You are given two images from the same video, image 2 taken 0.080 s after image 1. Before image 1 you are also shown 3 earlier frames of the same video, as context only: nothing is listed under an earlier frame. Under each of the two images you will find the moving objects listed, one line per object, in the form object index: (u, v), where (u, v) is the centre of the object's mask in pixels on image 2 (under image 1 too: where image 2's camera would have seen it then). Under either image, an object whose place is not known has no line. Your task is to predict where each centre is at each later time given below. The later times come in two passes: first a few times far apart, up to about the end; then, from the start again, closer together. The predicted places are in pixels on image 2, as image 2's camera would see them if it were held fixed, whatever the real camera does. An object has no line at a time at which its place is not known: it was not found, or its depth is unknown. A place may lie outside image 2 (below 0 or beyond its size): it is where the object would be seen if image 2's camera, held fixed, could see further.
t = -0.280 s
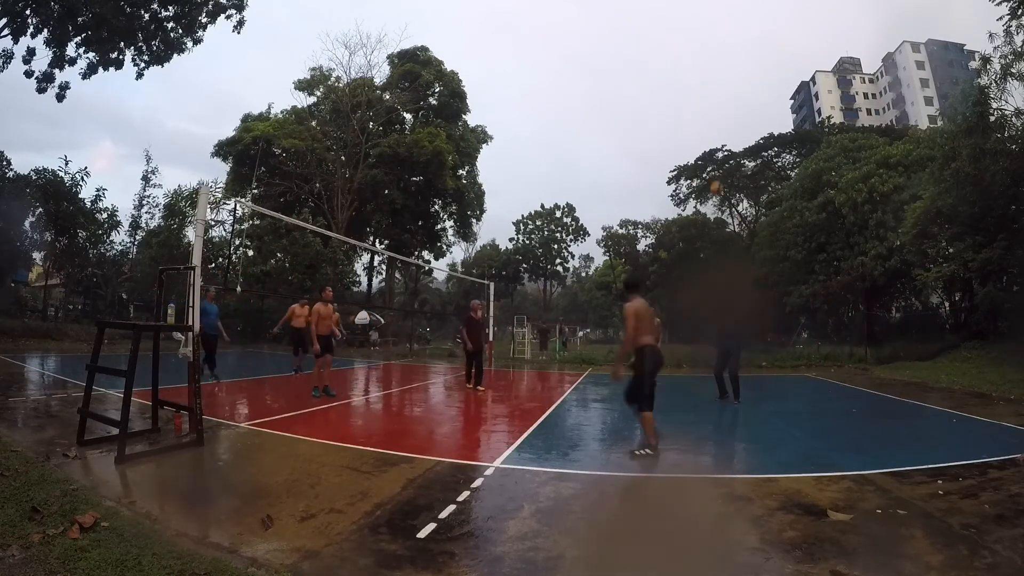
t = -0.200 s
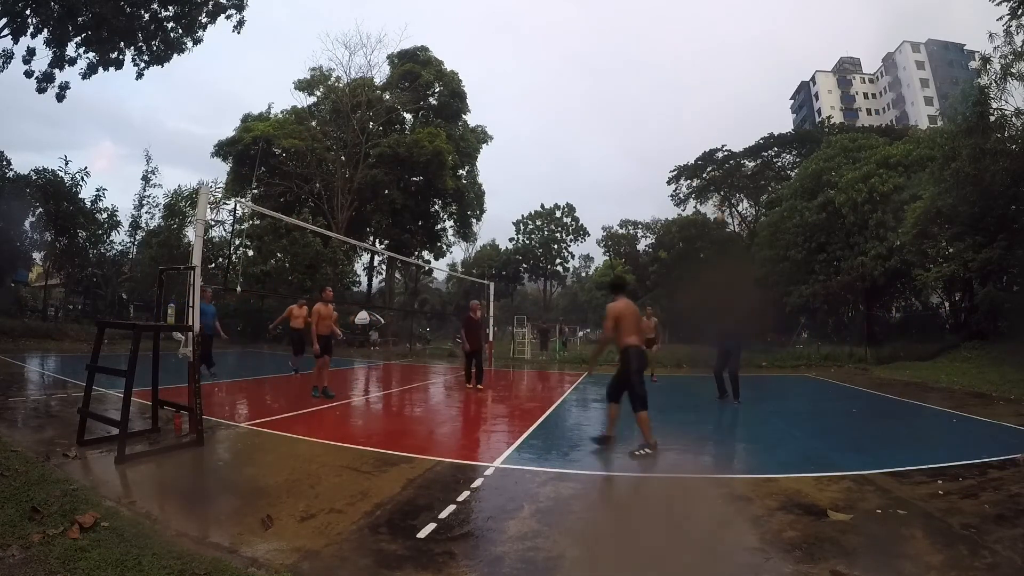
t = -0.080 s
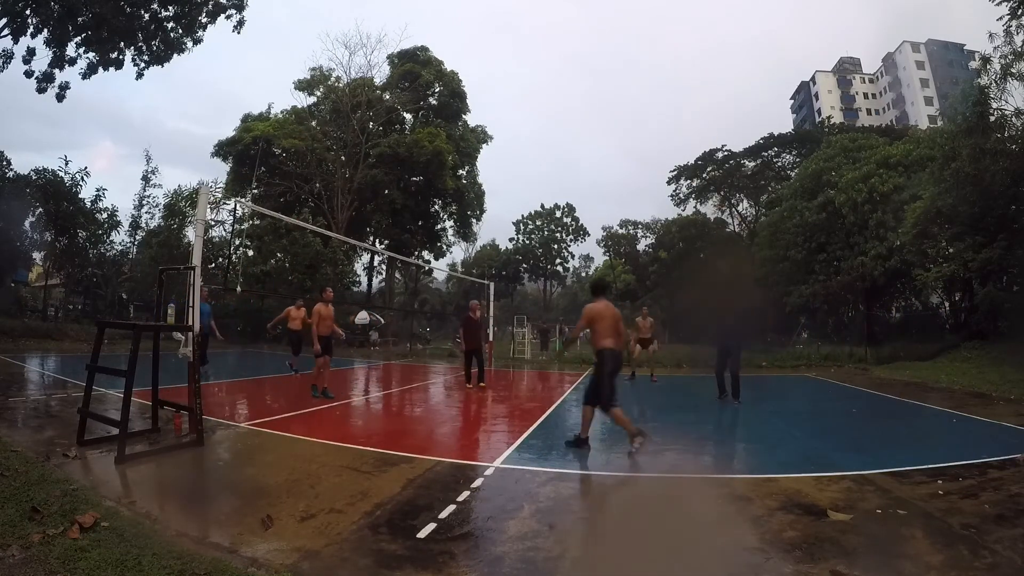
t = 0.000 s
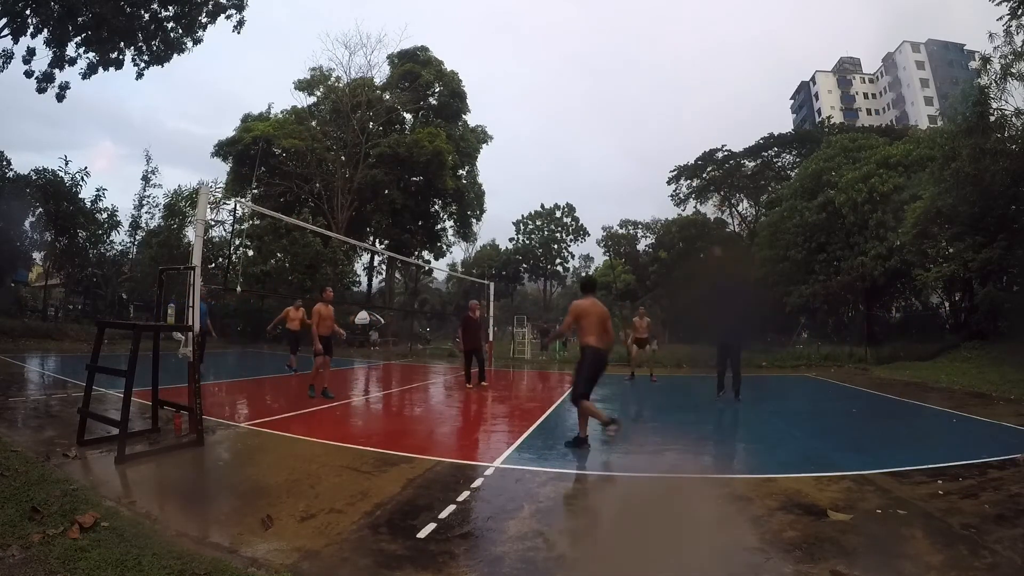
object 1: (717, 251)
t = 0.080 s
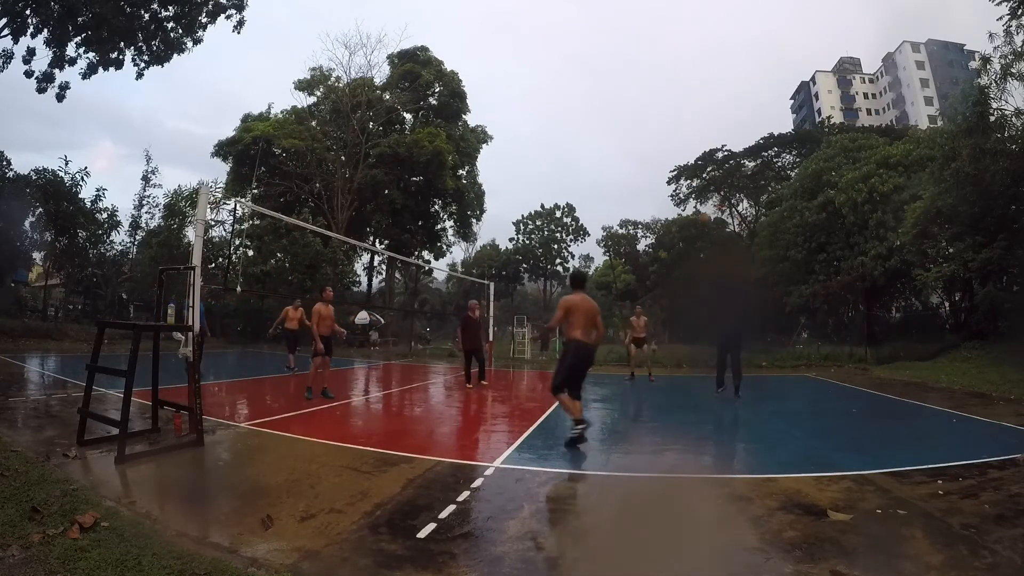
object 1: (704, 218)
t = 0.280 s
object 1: (674, 144)
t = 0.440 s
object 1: (649, 101)
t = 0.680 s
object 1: (610, 61)
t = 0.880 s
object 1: (578, 50)
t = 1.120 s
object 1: (535, 67)
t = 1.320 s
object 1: (495, 111)
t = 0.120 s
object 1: (699, 200)
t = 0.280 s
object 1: (674, 144)
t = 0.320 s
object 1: (668, 132)
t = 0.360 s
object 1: (662, 121)
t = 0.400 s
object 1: (655, 110)
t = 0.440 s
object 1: (649, 101)
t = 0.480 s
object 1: (642, 92)
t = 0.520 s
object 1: (636, 85)
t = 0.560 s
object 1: (629, 77)
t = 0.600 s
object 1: (623, 71)
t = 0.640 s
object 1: (617, 66)
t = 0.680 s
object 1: (610, 61)
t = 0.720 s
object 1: (604, 57)
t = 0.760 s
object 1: (597, 54)
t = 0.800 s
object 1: (591, 52)
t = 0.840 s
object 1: (584, 51)
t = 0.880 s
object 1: (578, 50)
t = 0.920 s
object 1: (571, 51)
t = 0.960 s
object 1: (564, 52)
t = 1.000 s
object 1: (557, 54)
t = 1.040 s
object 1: (550, 57)
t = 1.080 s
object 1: (543, 61)
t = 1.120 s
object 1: (535, 67)
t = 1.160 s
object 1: (528, 73)
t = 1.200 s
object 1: (520, 81)
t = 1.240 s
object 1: (512, 90)
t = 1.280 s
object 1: (504, 100)
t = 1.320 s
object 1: (495, 111)
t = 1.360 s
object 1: (487, 125)
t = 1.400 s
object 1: (478, 138)
